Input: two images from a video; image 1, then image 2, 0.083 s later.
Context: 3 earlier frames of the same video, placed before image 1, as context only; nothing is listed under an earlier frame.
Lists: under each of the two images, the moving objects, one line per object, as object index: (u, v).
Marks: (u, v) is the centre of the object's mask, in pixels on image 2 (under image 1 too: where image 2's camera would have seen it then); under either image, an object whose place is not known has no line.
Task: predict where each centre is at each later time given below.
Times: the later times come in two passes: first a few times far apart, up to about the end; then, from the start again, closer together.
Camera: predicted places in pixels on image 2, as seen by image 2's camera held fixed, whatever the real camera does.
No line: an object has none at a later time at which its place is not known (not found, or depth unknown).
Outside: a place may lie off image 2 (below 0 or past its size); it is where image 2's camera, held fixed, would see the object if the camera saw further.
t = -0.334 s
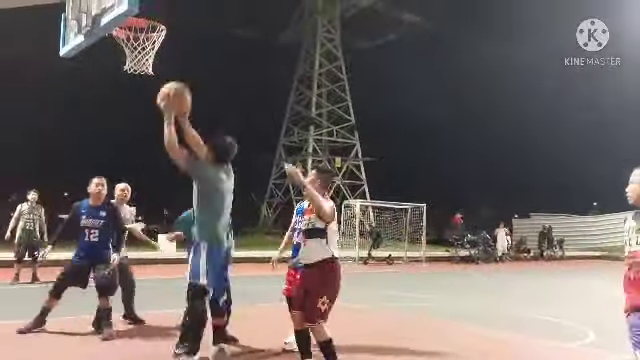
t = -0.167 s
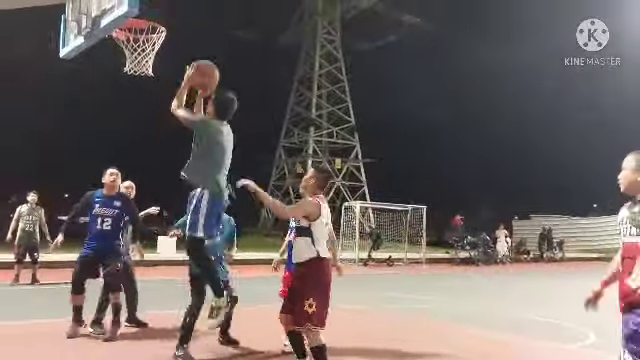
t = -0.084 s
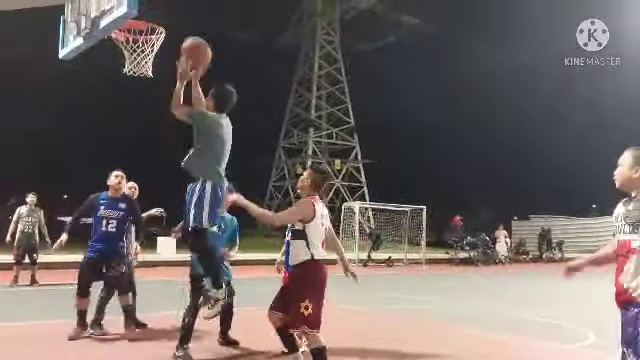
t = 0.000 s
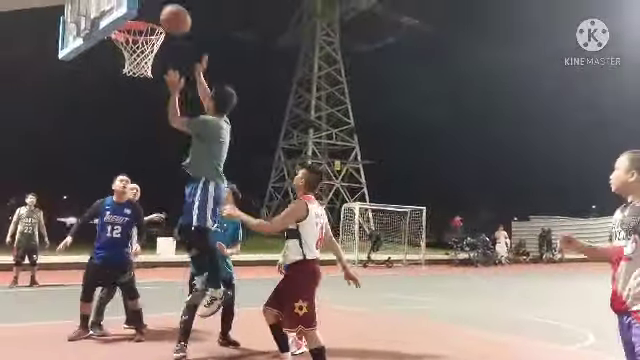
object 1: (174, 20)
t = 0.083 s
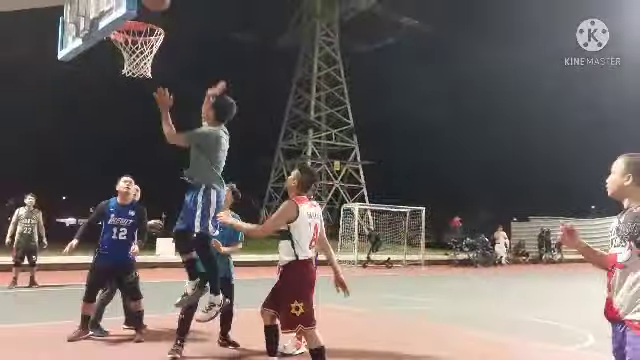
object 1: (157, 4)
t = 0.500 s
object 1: (147, 20)
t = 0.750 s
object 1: (124, 68)
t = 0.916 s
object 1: (117, 84)
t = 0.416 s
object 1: (145, 6)
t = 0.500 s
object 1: (147, 20)
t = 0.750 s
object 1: (124, 68)
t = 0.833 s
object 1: (120, 71)
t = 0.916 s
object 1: (117, 84)
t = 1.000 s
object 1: (112, 106)
